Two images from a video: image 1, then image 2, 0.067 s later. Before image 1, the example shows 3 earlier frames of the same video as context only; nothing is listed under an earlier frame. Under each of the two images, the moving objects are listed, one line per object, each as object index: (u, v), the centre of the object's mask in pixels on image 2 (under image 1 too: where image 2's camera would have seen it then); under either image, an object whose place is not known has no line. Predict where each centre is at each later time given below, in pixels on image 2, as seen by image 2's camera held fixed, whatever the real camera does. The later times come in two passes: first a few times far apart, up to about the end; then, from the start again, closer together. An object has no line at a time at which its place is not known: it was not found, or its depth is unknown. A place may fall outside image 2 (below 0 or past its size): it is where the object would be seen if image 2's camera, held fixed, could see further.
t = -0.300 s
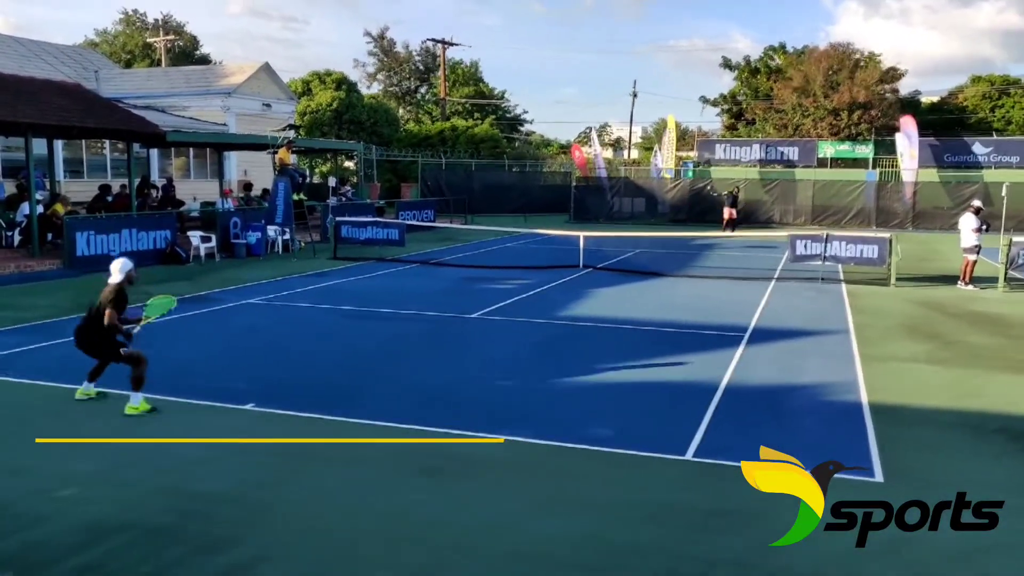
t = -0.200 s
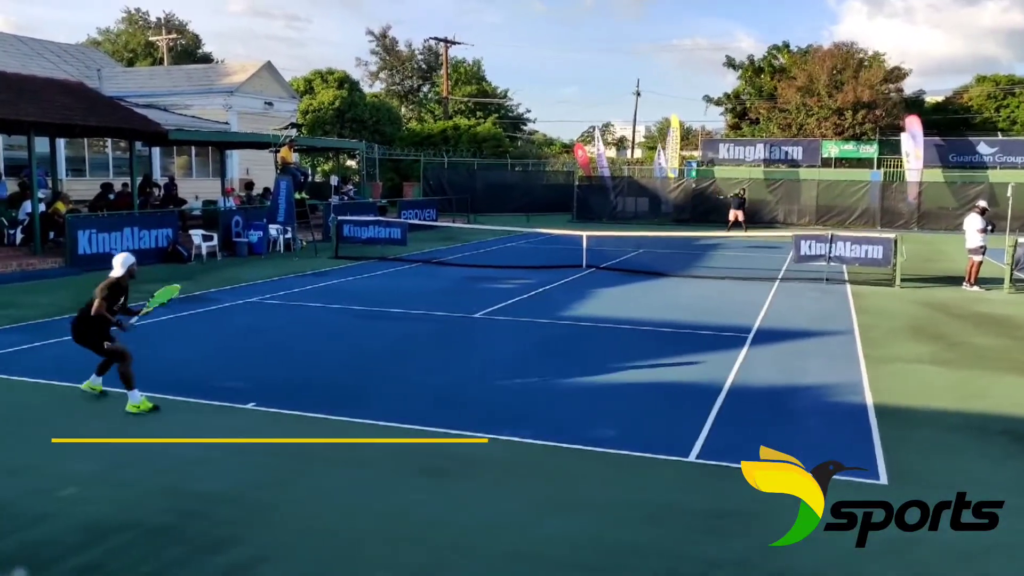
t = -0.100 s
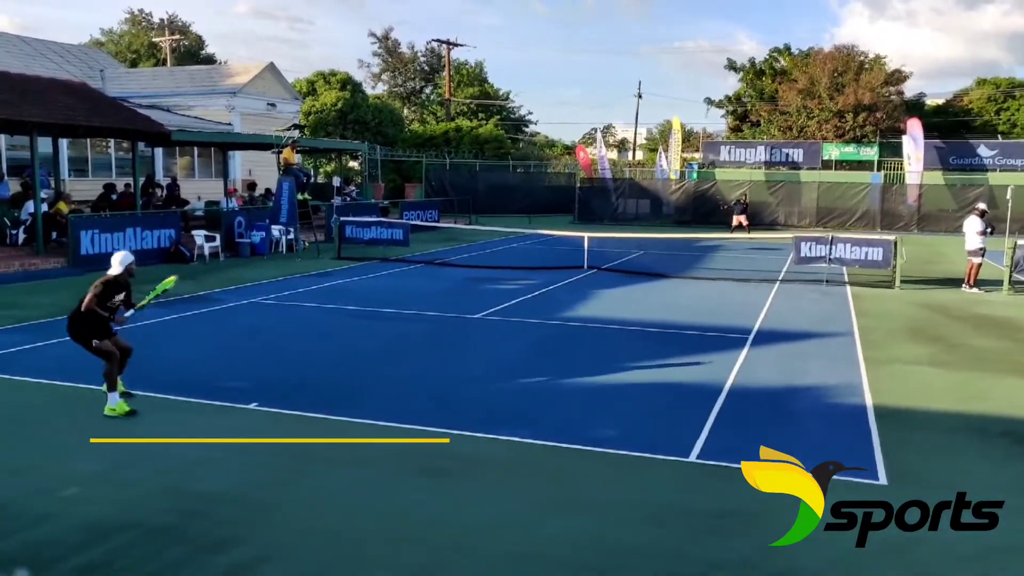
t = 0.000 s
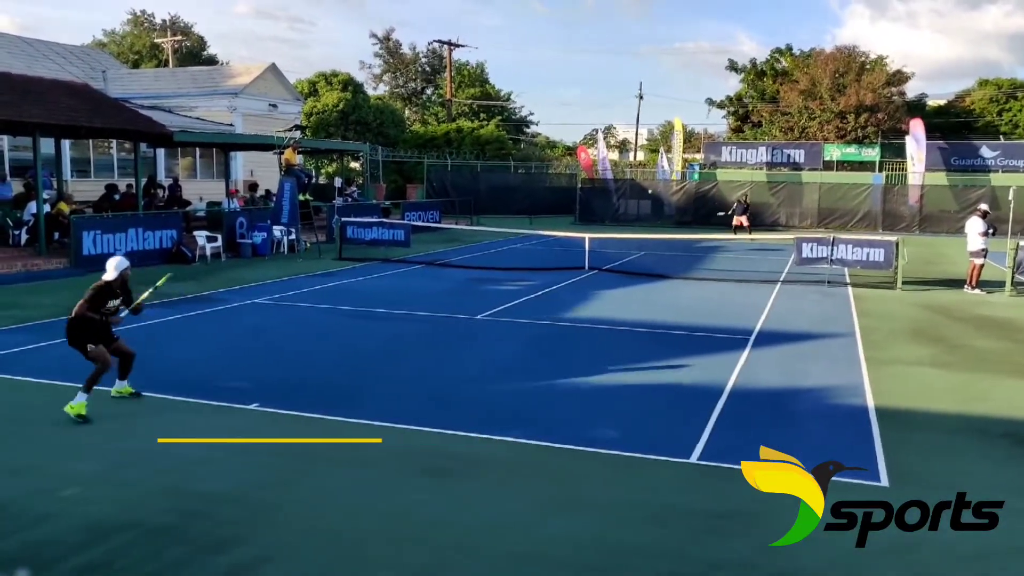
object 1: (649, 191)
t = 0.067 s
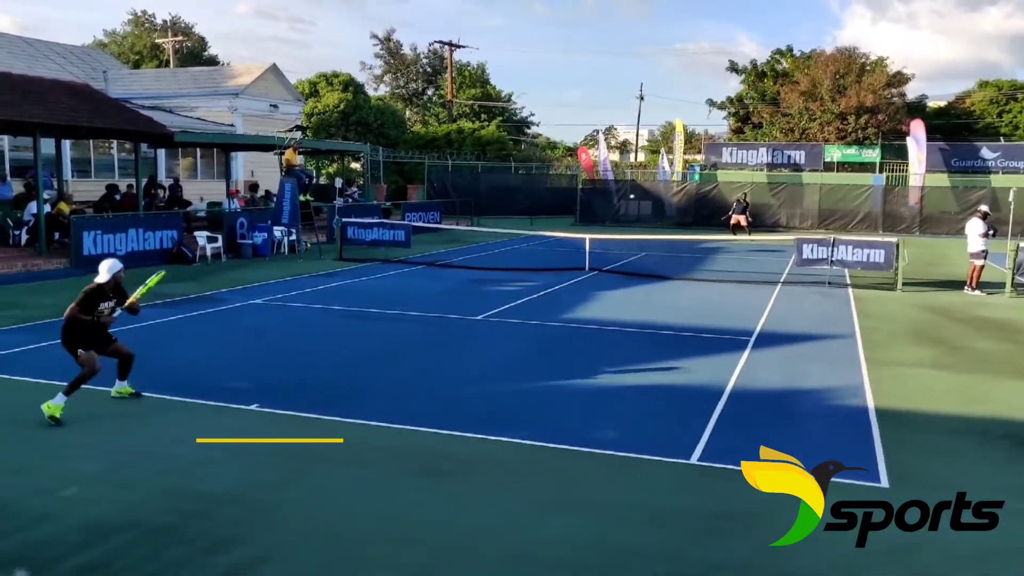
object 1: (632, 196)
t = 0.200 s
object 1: (588, 210)
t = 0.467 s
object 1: (466, 272)
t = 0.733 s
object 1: (292, 357)
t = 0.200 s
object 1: (588, 210)
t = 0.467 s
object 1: (466, 272)
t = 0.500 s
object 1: (447, 284)
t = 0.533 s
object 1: (427, 297)
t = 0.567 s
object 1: (405, 312)
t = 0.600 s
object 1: (382, 330)
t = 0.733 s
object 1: (292, 357)
